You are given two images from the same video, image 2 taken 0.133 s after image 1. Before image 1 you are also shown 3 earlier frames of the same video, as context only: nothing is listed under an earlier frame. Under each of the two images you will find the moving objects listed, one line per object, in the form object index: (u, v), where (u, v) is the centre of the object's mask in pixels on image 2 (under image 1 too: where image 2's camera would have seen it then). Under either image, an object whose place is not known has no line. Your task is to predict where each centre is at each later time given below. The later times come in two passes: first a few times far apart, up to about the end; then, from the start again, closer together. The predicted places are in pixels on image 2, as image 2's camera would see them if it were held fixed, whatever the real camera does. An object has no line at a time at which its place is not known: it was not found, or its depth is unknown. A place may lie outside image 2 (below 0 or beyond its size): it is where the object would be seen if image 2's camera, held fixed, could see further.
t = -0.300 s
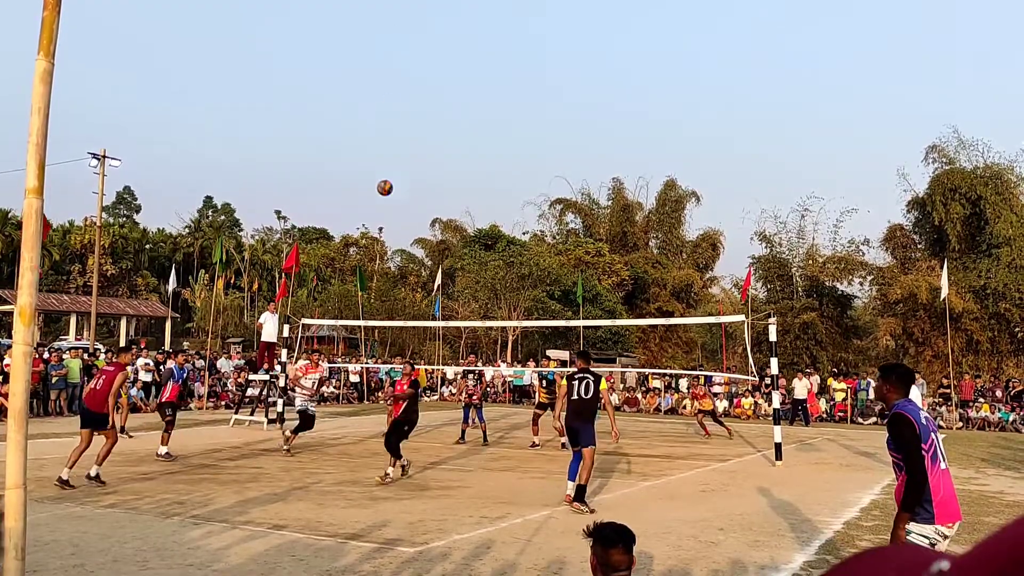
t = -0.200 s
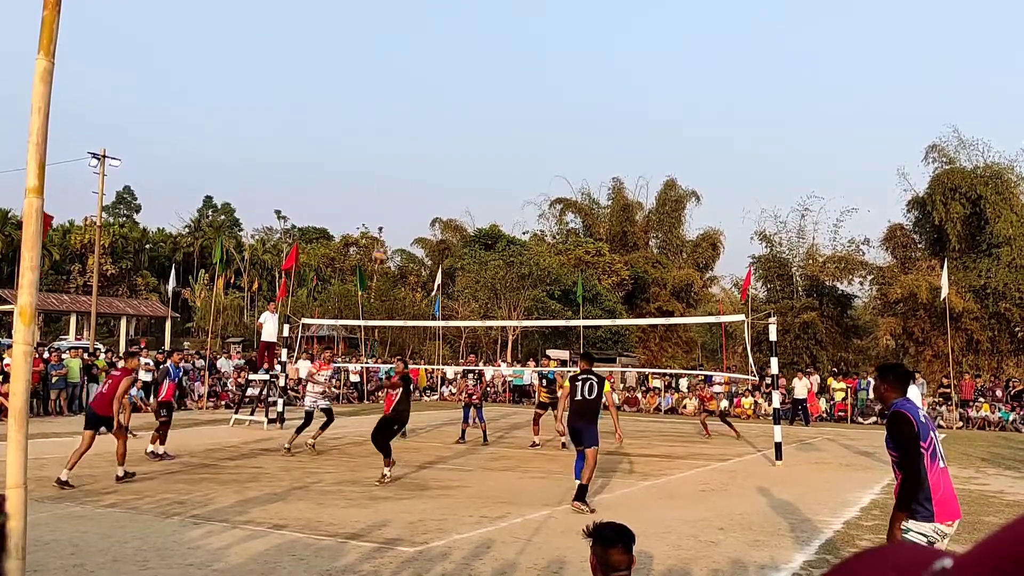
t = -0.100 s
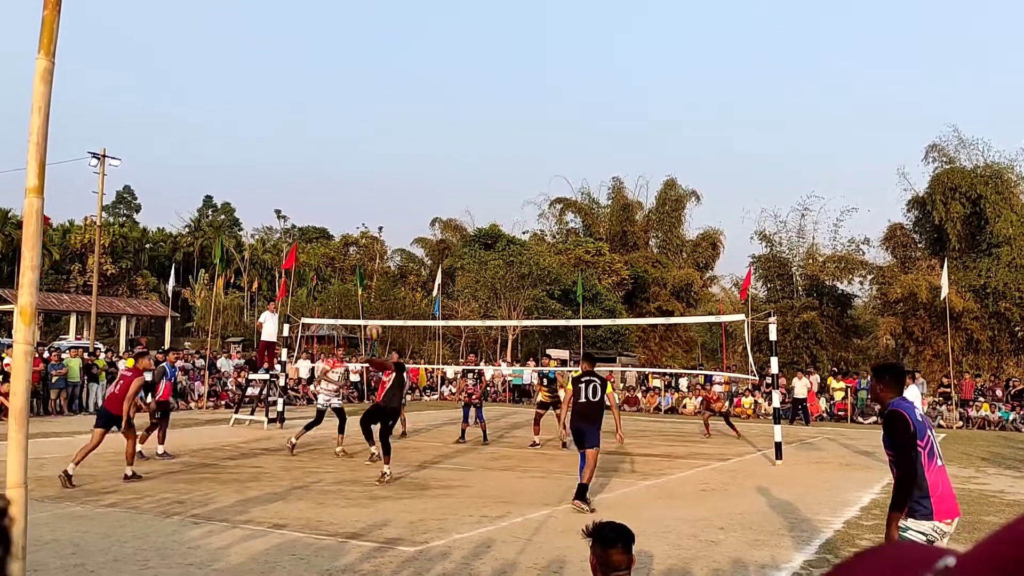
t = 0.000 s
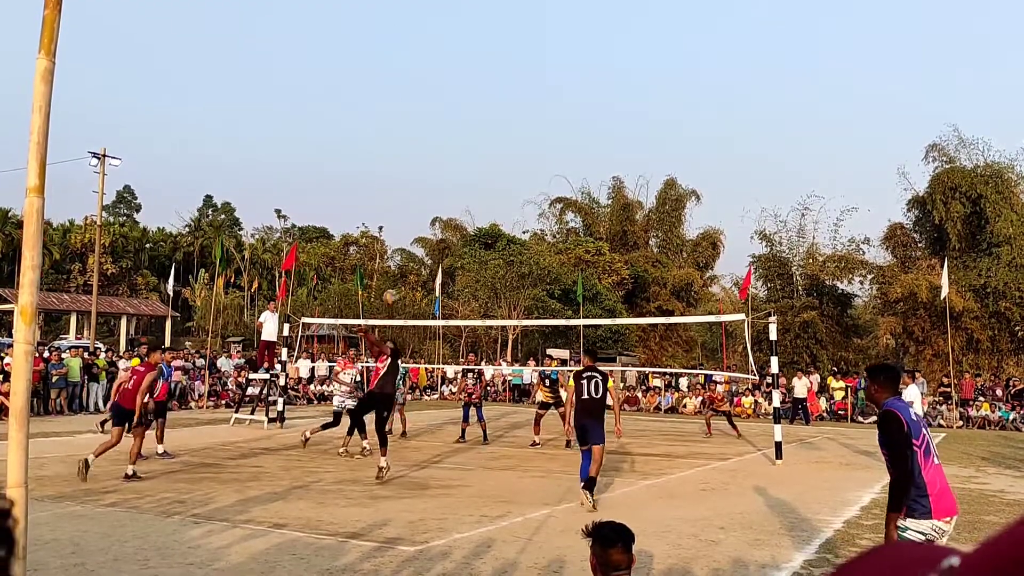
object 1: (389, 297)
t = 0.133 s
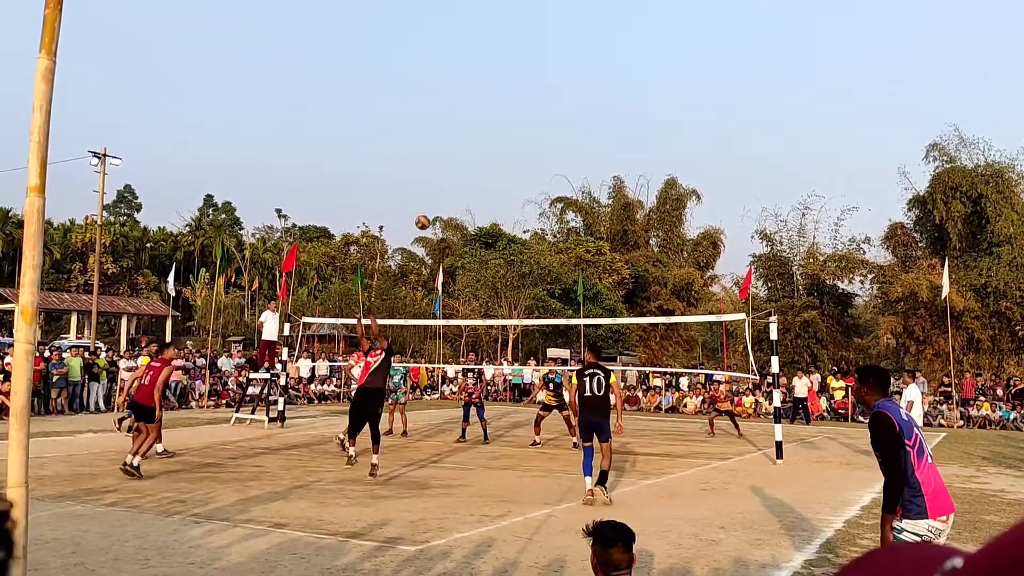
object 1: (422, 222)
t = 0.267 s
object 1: (452, 164)
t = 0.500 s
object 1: (501, 99)
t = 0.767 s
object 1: (551, 76)
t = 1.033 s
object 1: (598, 95)
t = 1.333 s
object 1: (647, 166)
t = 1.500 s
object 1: (674, 225)
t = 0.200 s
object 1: (438, 192)
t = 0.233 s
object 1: (445, 178)
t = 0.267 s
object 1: (452, 164)
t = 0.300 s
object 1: (460, 152)
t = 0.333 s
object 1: (467, 141)
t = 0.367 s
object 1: (474, 131)
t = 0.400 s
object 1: (480, 122)
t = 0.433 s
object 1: (487, 113)
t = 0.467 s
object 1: (494, 106)
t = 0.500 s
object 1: (501, 99)
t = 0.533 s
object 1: (507, 94)
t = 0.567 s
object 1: (514, 89)
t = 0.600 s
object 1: (520, 84)
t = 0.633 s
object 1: (527, 81)
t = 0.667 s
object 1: (532, 79)
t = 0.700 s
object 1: (539, 77)
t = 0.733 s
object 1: (545, 76)
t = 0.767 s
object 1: (551, 76)
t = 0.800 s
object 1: (558, 76)
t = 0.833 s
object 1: (563, 76)
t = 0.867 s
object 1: (569, 78)
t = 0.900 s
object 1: (575, 80)
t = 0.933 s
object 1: (581, 83)
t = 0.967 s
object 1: (587, 86)
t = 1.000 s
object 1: (592, 90)
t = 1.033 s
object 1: (598, 95)
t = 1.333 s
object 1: (647, 166)
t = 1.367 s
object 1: (652, 177)
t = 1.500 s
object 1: (674, 225)
